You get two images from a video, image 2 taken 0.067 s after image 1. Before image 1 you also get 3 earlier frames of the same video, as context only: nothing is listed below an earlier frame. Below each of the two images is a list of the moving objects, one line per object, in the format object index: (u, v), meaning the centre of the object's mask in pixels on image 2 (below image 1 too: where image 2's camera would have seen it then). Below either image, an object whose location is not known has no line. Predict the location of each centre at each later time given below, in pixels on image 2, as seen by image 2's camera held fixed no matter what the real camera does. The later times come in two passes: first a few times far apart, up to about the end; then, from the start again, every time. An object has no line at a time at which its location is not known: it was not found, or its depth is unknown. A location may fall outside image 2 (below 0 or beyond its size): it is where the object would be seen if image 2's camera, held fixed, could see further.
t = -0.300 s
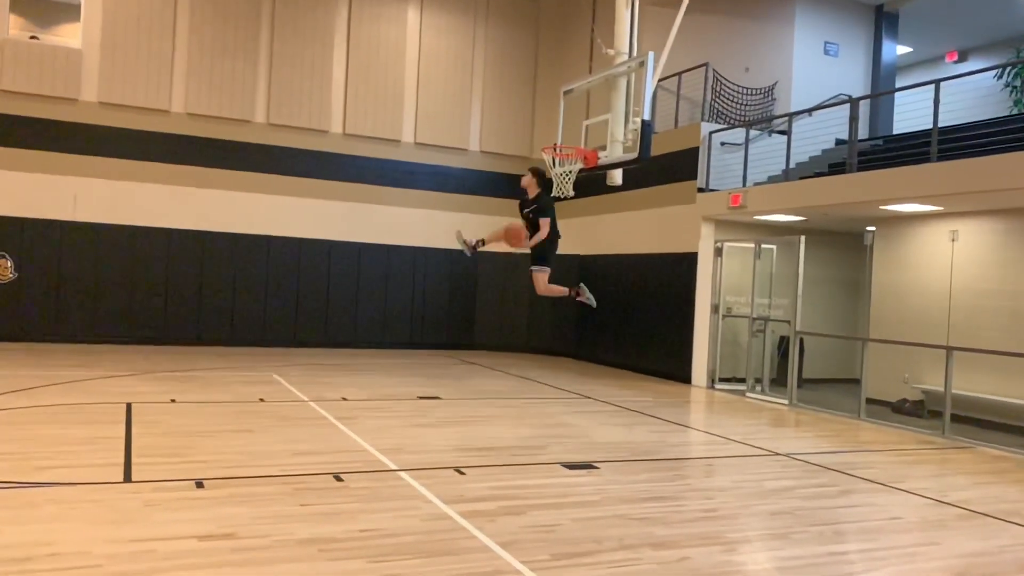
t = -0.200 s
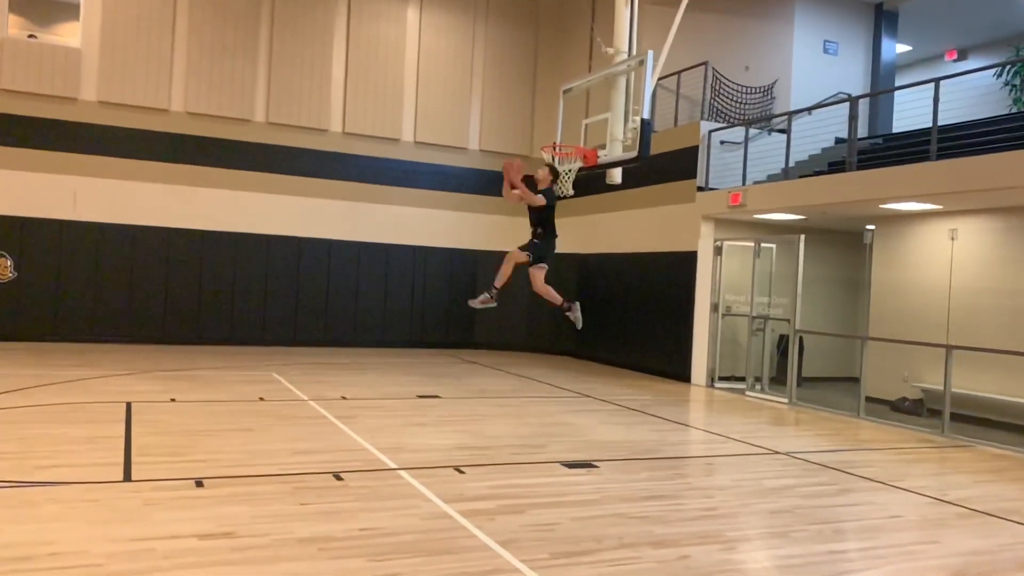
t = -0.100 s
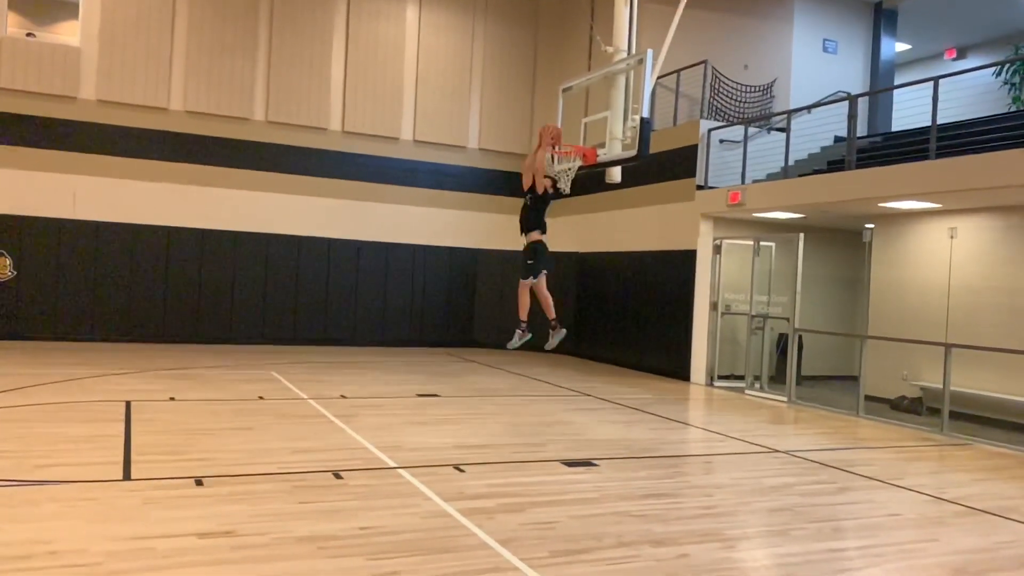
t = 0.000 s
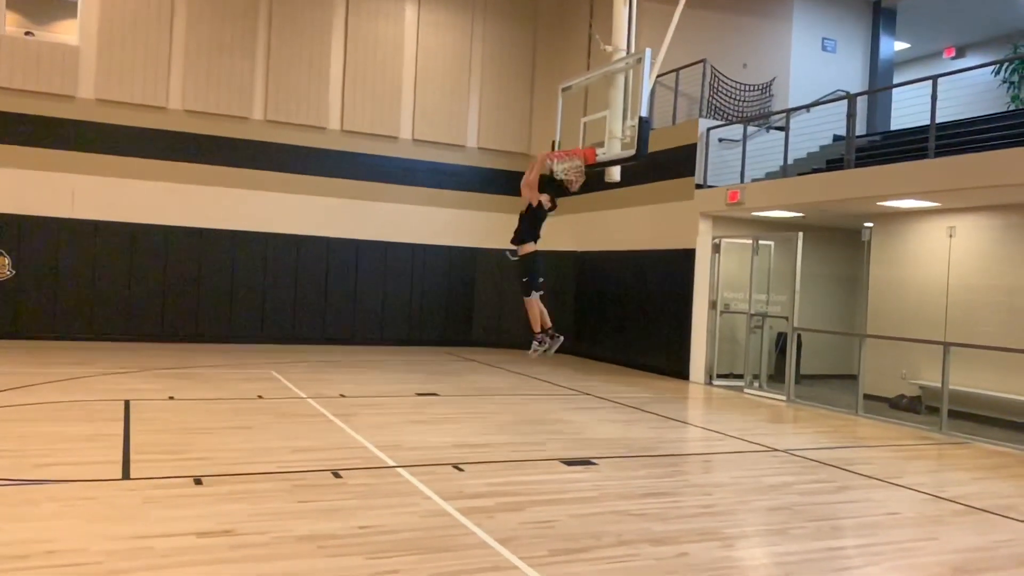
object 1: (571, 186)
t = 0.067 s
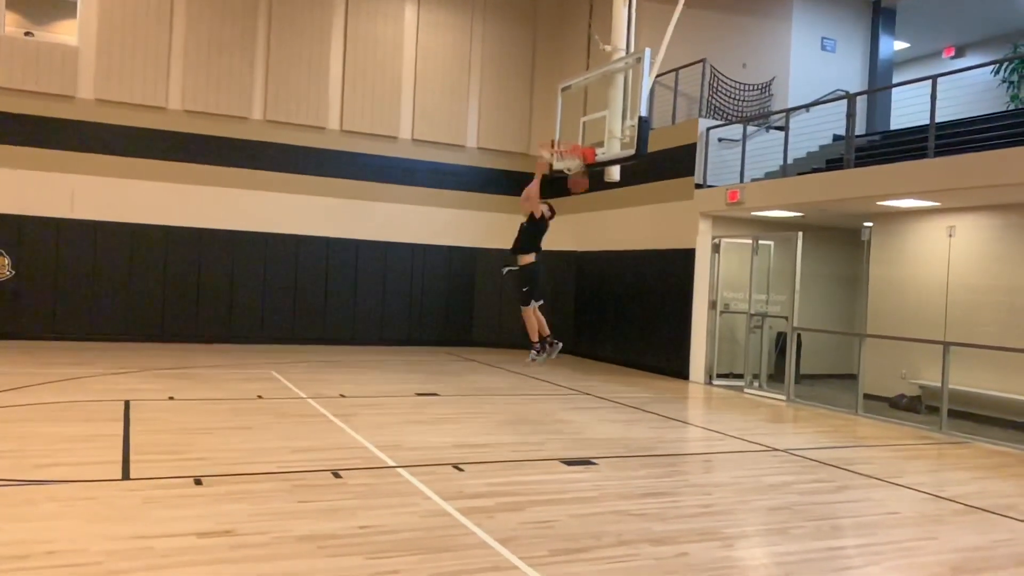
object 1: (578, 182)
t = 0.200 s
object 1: (585, 210)
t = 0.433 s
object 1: (598, 286)
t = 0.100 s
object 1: (580, 187)
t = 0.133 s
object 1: (582, 194)
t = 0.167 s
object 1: (584, 200)
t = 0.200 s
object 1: (585, 210)
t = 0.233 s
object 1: (588, 218)
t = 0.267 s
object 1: (589, 227)
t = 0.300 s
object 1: (591, 238)
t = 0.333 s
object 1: (593, 249)
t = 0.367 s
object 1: (594, 260)
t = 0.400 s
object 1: (596, 273)
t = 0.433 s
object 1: (598, 286)
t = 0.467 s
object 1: (599, 300)
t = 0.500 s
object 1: (600, 315)
